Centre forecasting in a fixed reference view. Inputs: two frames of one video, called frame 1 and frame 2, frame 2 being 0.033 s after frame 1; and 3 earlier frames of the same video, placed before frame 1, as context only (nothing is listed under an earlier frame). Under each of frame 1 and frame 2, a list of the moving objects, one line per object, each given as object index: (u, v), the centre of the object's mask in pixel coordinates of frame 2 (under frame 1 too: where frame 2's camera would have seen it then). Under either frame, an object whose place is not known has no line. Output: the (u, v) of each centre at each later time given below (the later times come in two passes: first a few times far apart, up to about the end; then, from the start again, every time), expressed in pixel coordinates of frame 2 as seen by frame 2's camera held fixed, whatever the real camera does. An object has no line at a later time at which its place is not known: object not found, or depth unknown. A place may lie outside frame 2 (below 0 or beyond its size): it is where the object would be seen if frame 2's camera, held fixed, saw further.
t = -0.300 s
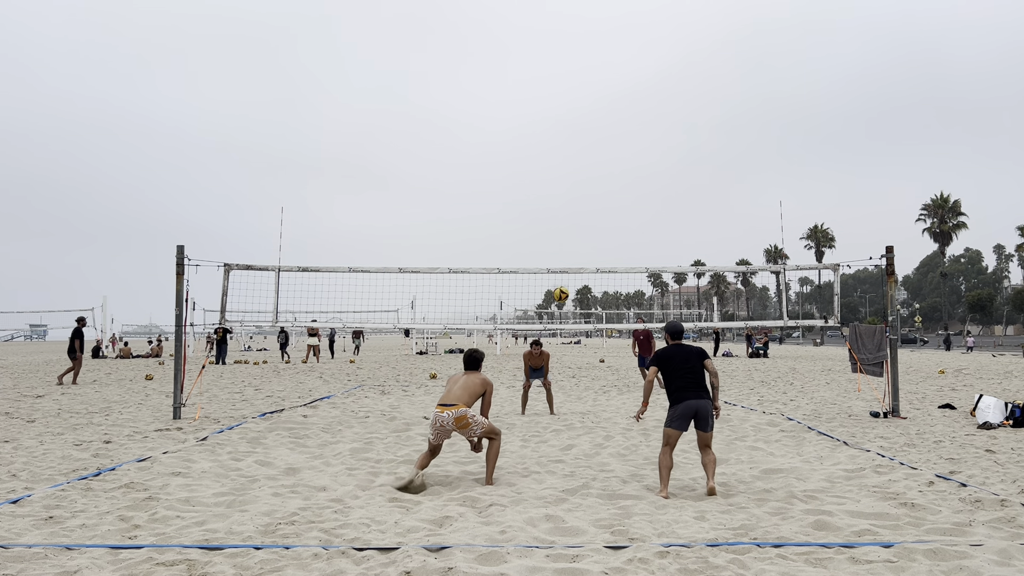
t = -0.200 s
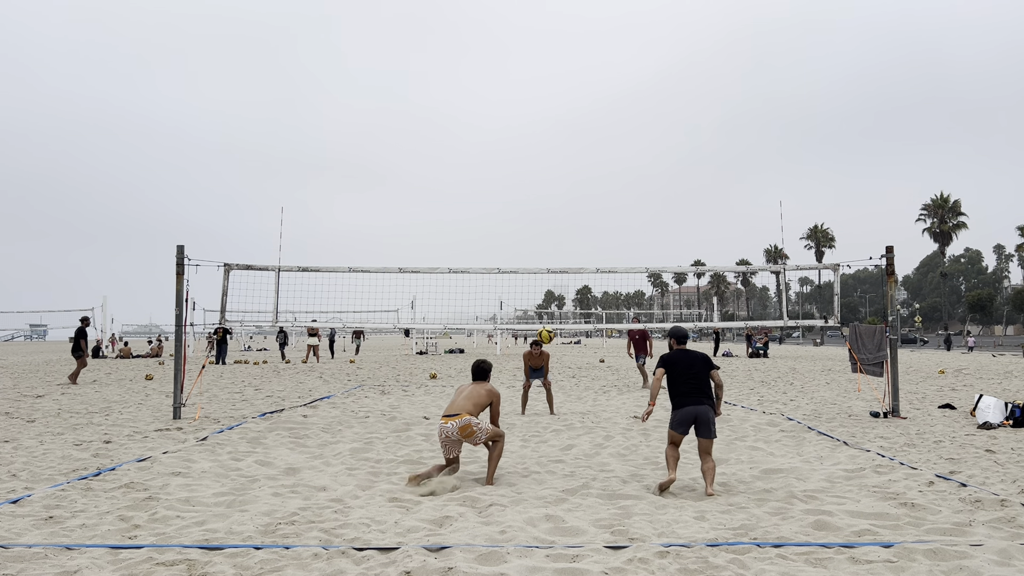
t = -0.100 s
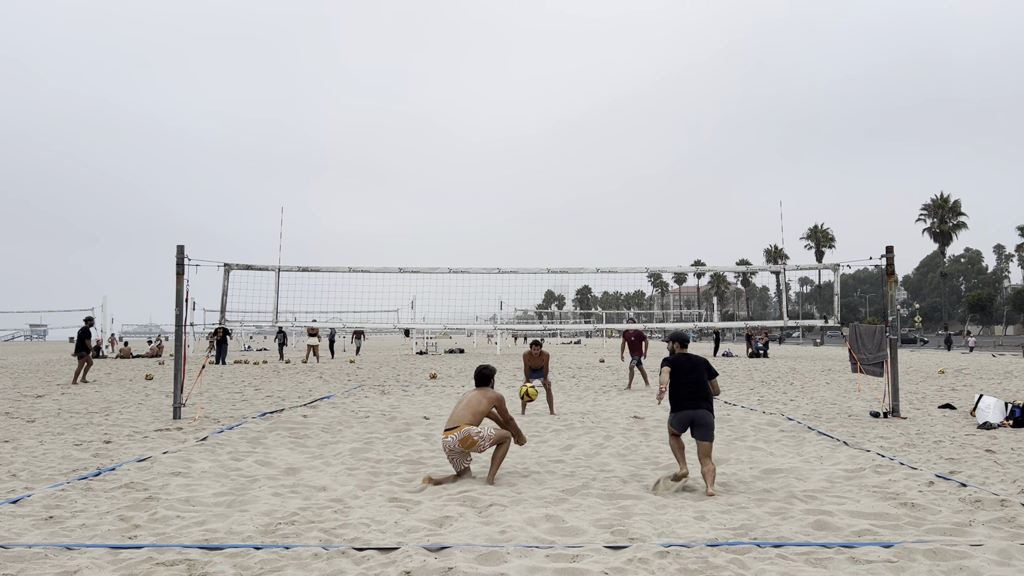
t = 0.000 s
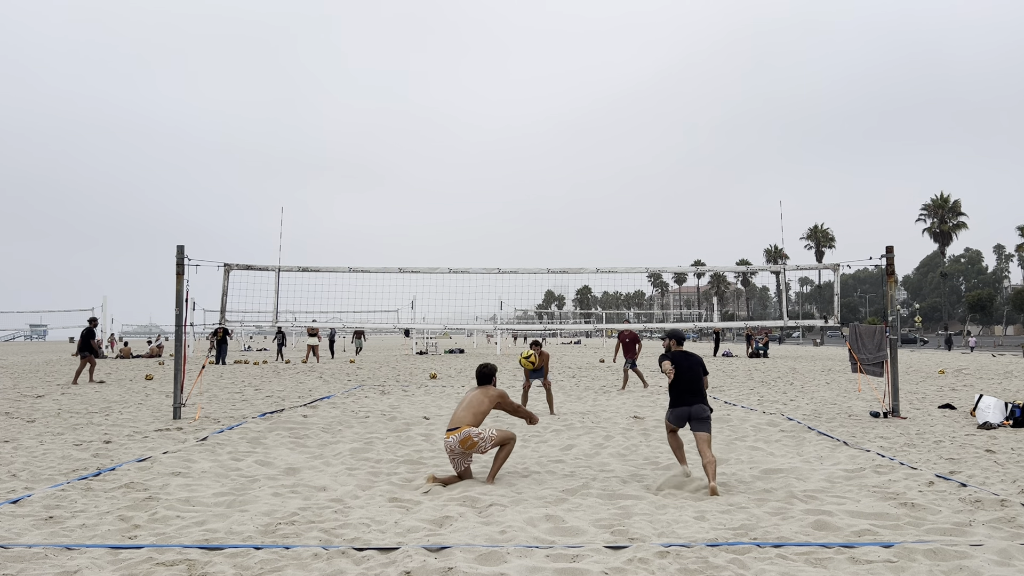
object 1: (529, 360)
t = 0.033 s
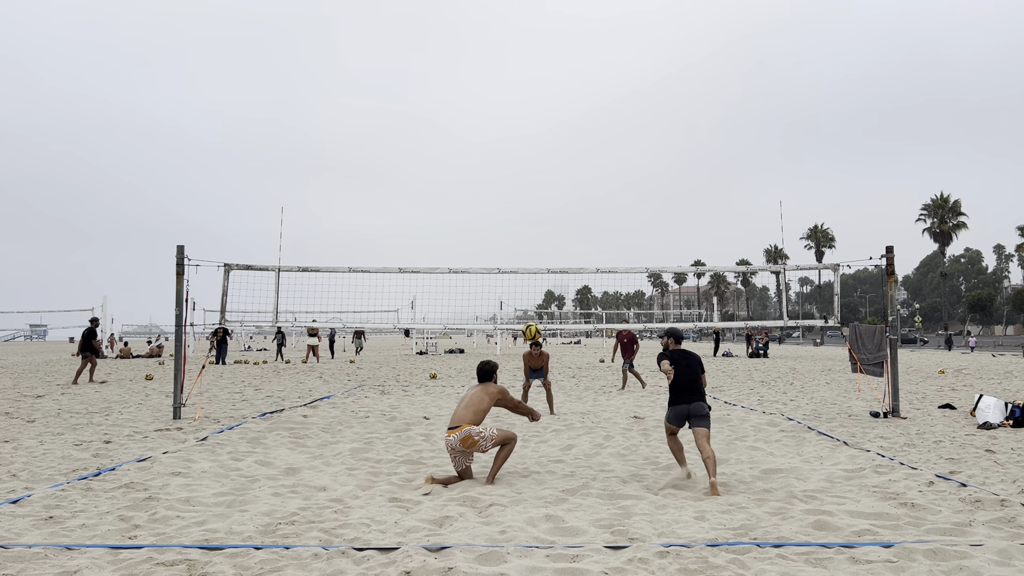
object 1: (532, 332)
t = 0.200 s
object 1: (545, 217)
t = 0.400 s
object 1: (559, 119)
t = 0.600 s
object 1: (570, 58)
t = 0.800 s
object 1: (581, 33)
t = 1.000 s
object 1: (591, 39)
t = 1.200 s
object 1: (600, 75)
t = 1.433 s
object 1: (611, 150)
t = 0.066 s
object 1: (534, 306)
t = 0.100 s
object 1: (537, 282)
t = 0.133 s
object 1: (540, 259)
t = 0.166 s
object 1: (542, 237)
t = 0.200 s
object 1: (545, 217)
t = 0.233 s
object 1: (547, 198)
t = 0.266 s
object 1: (550, 180)
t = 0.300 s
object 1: (552, 163)
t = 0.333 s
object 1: (554, 147)
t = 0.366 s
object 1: (556, 132)
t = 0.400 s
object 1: (559, 119)
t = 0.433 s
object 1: (561, 106)
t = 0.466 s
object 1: (563, 94)
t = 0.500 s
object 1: (565, 84)
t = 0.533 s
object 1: (566, 74)
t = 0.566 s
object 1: (568, 66)
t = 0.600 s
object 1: (570, 58)
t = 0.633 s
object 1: (572, 52)
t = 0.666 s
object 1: (574, 46)
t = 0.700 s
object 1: (576, 42)
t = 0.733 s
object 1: (577, 38)
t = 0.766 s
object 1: (579, 35)
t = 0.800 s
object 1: (581, 33)
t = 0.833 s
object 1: (583, 32)
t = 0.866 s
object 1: (584, 31)
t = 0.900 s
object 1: (586, 32)
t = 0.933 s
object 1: (587, 34)
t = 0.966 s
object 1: (589, 36)
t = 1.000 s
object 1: (591, 39)
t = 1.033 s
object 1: (592, 43)
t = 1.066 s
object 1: (594, 48)
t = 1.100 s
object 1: (595, 53)
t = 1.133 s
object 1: (597, 60)
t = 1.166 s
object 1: (598, 67)
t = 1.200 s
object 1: (600, 75)
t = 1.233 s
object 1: (602, 83)
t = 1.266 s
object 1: (603, 93)
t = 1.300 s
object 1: (605, 103)
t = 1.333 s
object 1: (606, 114)
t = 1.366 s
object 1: (608, 126)
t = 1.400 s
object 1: (609, 138)
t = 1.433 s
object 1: (611, 150)
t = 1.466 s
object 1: (612, 164)
